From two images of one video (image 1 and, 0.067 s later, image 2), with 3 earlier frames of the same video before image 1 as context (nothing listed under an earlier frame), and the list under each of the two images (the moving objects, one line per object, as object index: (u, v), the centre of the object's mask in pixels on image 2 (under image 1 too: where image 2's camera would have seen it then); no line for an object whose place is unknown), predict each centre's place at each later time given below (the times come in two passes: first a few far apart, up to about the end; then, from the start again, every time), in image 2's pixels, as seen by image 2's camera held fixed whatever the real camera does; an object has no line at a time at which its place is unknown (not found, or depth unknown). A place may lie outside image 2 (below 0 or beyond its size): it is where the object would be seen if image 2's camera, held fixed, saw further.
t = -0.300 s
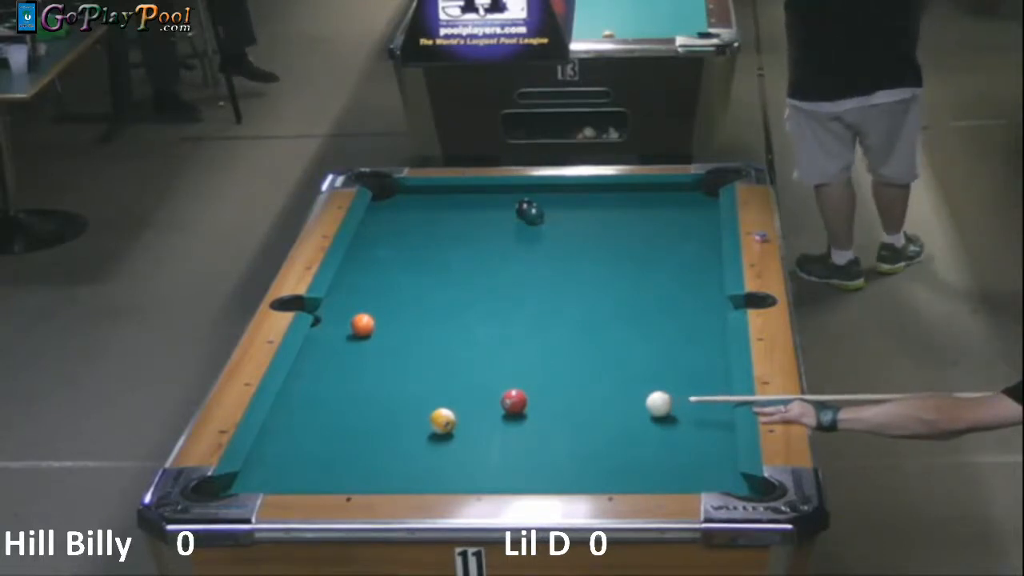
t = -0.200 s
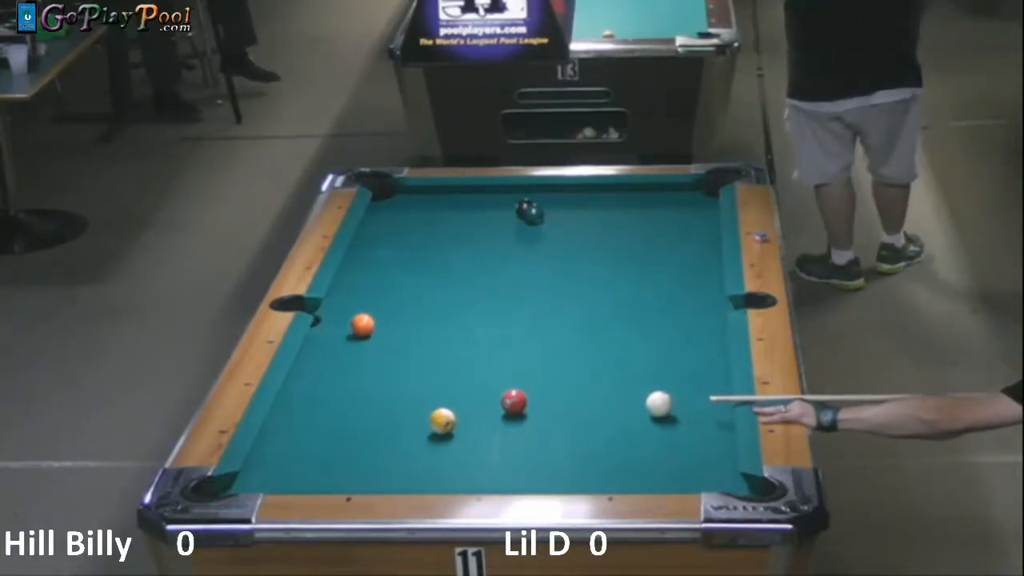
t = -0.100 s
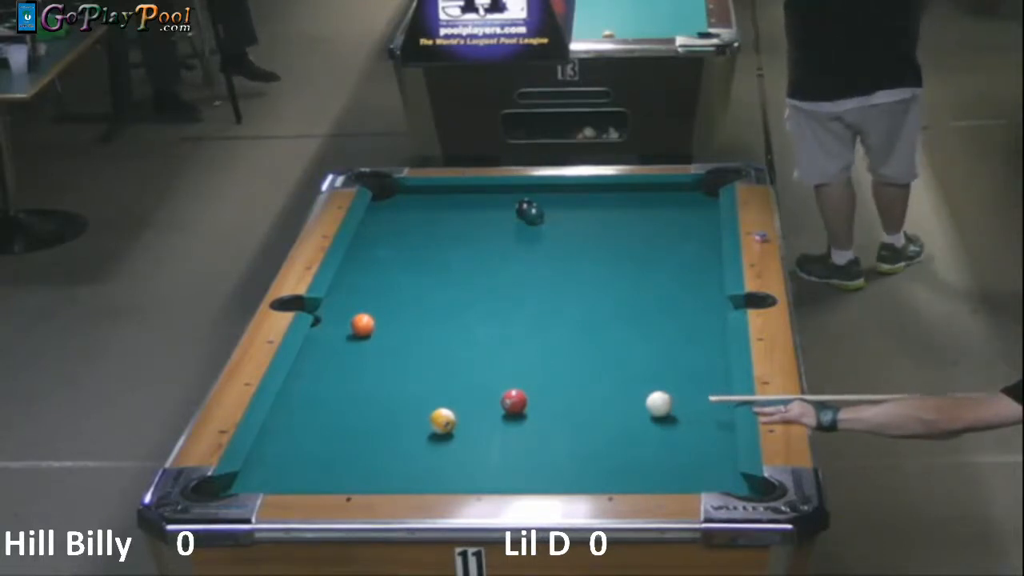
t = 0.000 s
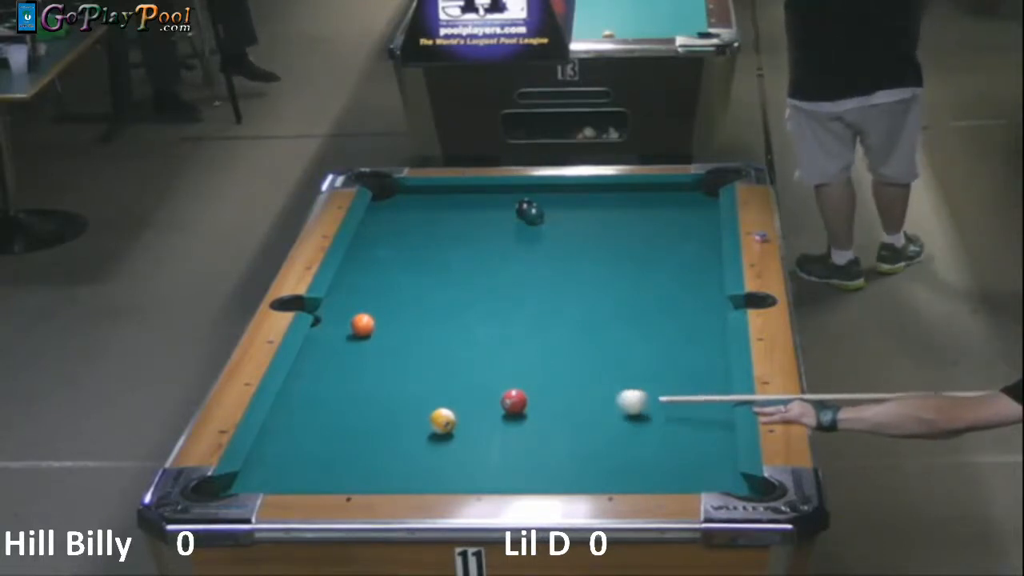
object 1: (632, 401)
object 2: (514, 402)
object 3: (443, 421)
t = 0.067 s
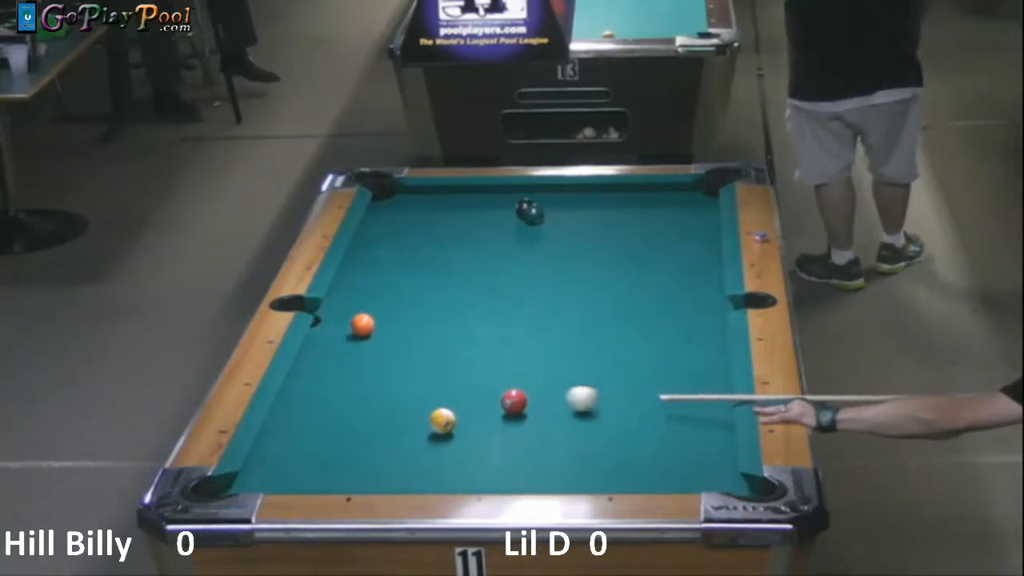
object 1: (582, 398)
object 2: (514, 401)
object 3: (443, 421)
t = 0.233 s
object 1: (510, 382)
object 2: (475, 410)
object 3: (443, 421)
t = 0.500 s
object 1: (430, 351)
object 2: (444, 413)
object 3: (402, 435)
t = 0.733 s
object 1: (378, 330)
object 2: (424, 412)
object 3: (365, 448)
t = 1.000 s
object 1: (368, 322)
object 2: (404, 411)
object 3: (323, 463)
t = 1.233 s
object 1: (360, 316)
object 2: (388, 411)
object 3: (288, 475)
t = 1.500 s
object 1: (351, 309)
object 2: (372, 411)
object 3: (247, 486)
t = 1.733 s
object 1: (345, 304)
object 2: (360, 411)
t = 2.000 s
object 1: (339, 299)
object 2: (348, 411)
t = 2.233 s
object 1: (338, 295)
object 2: (340, 412)
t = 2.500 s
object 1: (343, 292)
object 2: (333, 411)
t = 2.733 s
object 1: (347, 289)
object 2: (329, 412)
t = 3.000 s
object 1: (350, 287)
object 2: (325, 412)
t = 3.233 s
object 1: (352, 286)
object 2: (324, 412)
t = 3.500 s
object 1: (355, 285)
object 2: (324, 412)
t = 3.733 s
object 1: (355, 286)
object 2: (324, 412)
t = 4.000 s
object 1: (355, 286)
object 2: (324, 412)
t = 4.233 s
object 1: (355, 286)
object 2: (324, 412)
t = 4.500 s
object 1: (355, 286)
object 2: (324, 412)
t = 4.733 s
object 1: (355, 286)
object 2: (324, 412)
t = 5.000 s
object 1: (355, 286)
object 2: (324, 412)
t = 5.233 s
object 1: (356, 286)
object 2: (324, 412)
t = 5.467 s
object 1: (355, 286)
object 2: (324, 412)
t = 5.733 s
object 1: (356, 286)
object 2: (324, 412)
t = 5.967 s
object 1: (356, 286)
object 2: (324, 412)
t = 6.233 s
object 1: (355, 286)
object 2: (324, 412)
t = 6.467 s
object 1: (356, 286)
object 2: (324, 412)
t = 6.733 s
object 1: (356, 286)
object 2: (324, 412)
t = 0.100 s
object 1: (559, 397)
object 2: (514, 402)
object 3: (443, 421)
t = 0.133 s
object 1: (538, 395)
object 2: (513, 402)
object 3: (443, 421)
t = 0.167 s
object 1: (529, 391)
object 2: (500, 405)
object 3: (443, 421)
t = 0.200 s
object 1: (520, 386)
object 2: (487, 408)
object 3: (443, 421)
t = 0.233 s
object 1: (510, 382)
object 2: (475, 410)
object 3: (443, 421)
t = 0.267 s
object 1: (499, 378)
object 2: (465, 413)
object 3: (443, 420)
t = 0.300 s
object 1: (489, 374)
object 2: (462, 413)
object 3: (436, 423)
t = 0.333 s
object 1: (479, 370)
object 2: (459, 413)
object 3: (429, 426)
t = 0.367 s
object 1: (469, 366)
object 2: (456, 413)
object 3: (423, 428)
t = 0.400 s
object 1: (459, 362)
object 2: (453, 412)
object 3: (418, 429)
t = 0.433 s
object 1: (449, 358)
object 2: (450, 412)
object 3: (413, 432)
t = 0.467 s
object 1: (440, 355)
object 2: (447, 412)
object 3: (407, 433)
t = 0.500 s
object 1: (430, 351)
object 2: (444, 413)
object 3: (402, 435)
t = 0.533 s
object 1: (421, 347)
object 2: (441, 412)
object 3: (397, 437)
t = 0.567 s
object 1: (412, 344)
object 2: (438, 412)
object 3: (391, 438)
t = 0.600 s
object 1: (403, 340)
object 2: (435, 412)
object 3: (386, 440)
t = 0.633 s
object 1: (394, 337)
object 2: (432, 412)
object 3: (380, 442)
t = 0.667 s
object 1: (385, 333)
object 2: (429, 412)
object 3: (375, 445)
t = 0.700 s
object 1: (378, 331)
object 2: (427, 412)
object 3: (370, 447)
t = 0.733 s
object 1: (378, 330)
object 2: (424, 412)
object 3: (365, 448)
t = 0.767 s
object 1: (378, 329)
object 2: (422, 412)
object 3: (360, 450)
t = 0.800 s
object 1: (376, 328)
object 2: (419, 412)
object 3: (354, 452)
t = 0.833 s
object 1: (375, 327)
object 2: (416, 412)
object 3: (349, 454)
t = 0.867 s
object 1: (373, 326)
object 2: (414, 412)
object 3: (344, 456)
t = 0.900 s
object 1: (372, 325)
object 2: (411, 412)
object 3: (338, 457)
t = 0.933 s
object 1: (371, 324)
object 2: (409, 412)
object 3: (333, 459)
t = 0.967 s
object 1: (369, 323)
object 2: (406, 411)
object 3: (328, 461)
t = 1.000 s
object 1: (368, 322)
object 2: (404, 411)
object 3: (323, 463)
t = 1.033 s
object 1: (367, 321)
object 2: (402, 411)
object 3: (318, 465)
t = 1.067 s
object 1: (365, 320)
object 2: (399, 411)
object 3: (312, 467)
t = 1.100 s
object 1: (364, 319)
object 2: (397, 411)
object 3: (307, 468)
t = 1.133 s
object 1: (363, 318)
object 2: (395, 411)
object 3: (302, 471)
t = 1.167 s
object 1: (362, 317)
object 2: (393, 411)
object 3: (297, 472)
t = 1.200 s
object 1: (361, 316)
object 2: (390, 411)
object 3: (292, 474)
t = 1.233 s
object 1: (360, 316)
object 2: (388, 411)
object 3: (288, 475)
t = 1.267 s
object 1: (359, 315)
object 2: (386, 411)
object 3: (282, 476)
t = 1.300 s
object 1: (358, 314)
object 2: (384, 411)
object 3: (277, 477)
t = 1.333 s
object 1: (357, 313)
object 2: (382, 411)
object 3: (272, 479)
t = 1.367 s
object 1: (356, 312)
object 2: (380, 411)
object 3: (266, 480)
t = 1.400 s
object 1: (355, 311)
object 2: (378, 411)
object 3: (262, 481)
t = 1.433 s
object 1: (354, 311)
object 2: (376, 411)
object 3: (257, 483)
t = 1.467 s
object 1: (353, 310)
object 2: (374, 411)
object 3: (253, 484)
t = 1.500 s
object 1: (351, 309)
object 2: (372, 411)
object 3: (247, 486)
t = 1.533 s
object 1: (351, 308)
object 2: (370, 411)
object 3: (241, 489)
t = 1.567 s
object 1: (350, 308)
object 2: (369, 411)
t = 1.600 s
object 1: (349, 307)
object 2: (367, 411)
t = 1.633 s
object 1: (348, 306)
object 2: (365, 411)
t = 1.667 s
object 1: (347, 305)
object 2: (363, 411)
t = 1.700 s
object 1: (346, 305)
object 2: (362, 411)
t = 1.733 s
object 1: (345, 304)
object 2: (360, 411)
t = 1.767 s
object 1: (344, 303)
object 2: (358, 411)
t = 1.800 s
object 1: (344, 303)
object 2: (357, 411)
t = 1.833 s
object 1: (343, 302)
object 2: (355, 411)
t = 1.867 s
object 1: (342, 301)
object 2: (354, 411)
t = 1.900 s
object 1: (341, 301)
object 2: (352, 411)
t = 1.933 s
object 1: (341, 300)
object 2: (351, 411)
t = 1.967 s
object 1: (340, 299)
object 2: (350, 411)
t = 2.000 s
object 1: (339, 299)
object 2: (348, 411)
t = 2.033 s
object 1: (338, 298)
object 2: (347, 411)
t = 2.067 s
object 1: (338, 297)
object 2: (346, 411)
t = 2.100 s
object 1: (337, 297)
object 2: (344, 411)
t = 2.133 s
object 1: (337, 296)
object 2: (343, 411)
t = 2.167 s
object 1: (336, 296)
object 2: (342, 411)
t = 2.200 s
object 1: (337, 296)
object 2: (341, 411)
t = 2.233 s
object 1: (338, 295)
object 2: (340, 412)
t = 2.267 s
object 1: (338, 294)
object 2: (339, 411)
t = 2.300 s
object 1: (339, 294)
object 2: (338, 411)
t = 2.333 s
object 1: (340, 294)
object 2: (337, 411)
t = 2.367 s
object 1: (340, 293)
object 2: (336, 411)
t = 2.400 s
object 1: (341, 293)
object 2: (336, 411)
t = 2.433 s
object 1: (342, 292)
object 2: (335, 411)
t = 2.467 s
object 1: (342, 292)
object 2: (334, 411)
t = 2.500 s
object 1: (343, 292)
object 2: (333, 411)
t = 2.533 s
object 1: (343, 291)
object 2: (332, 411)
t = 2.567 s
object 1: (344, 291)
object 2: (332, 411)
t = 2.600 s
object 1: (344, 290)
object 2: (331, 411)
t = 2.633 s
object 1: (345, 290)
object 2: (330, 411)
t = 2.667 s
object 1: (346, 290)
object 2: (330, 411)
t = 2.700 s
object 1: (346, 289)
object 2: (329, 412)
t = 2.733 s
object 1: (347, 289)
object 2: (329, 412)
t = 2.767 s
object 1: (347, 289)
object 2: (328, 412)
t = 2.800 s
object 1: (347, 288)
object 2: (328, 412)
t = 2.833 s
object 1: (348, 288)
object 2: (327, 412)
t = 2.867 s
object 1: (348, 288)
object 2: (327, 412)
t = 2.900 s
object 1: (349, 288)
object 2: (326, 412)
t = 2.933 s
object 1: (349, 287)
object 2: (326, 412)
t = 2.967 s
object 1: (350, 287)
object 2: (326, 412)
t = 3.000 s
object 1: (350, 287)
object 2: (325, 412)
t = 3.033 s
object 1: (351, 287)
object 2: (325, 412)
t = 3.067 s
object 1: (351, 287)
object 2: (325, 412)
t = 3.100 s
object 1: (351, 286)
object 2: (325, 412)
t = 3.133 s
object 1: (352, 286)
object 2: (324, 412)
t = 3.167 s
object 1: (352, 286)
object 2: (324, 412)
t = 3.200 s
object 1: (352, 286)
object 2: (324, 412)
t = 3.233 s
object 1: (352, 286)
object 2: (324, 412)
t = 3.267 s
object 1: (353, 286)
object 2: (324, 412)
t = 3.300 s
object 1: (353, 286)
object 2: (324, 412)
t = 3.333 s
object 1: (354, 286)
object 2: (324, 412)
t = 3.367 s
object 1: (354, 286)
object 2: (324, 412)
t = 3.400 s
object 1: (354, 286)
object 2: (324, 412)
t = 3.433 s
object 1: (354, 285)
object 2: (324, 412)
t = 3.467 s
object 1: (354, 285)
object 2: (324, 412)
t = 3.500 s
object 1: (355, 285)
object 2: (324, 412)
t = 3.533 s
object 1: (355, 285)
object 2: (324, 412)
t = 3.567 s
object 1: (355, 286)
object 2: (324, 412)
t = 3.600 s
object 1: (355, 286)
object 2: (324, 412)
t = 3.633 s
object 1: (355, 286)
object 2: (324, 412)
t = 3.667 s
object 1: (355, 286)
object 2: (324, 412)
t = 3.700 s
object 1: (355, 285)
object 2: (324, 412)
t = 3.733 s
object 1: (355, 286)
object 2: (324, 412)
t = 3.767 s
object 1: (355, 286)
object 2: (324, 412)
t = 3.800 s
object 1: (355, 286)
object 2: (324, 412)
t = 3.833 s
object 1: (355, 286)
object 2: (324, 412)
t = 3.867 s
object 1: (355, 286)
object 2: (324, 412)
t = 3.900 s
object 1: (355, 286)
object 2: (324, 412)
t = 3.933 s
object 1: (356, 286)
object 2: (324, 412)
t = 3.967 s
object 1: (355, 286)
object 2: (324, 412)
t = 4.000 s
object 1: (355, 286)
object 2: (324, 412)
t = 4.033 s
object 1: (355, 286)
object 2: (324, 412)
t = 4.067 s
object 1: (355, 286)
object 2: (324, 412)
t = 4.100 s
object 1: (355, 286)
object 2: (324, 412)
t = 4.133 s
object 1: (355, 286)
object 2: (324, 412)
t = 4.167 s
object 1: (355, 286)
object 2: (324, 412)
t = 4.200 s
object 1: (355, 286)
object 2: (324, 412)
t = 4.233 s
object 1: (355, 286)
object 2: (324, 412)
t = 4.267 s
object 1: (355, 286)
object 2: (324, 412)
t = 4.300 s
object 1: (355, 286)
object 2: (324, 412)
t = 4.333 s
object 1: (355, 286)
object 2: (324, 412)
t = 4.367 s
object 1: (355, 286)
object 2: (324, 412)
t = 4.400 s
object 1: (355, 286)
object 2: (324, 412)
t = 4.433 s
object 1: (355, 286)
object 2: (324, 412)
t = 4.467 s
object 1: (355, 286)
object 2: (324, 412)
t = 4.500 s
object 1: (355, 286)
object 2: (324, 412)
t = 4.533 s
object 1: (355, 286)
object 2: (324, 412)
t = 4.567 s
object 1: (355, 286)
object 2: (324, 412)
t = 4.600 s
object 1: (355, 286)
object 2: (324, 412)
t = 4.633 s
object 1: (355, 286)
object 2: (324, 412)
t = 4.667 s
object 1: (355, 286)
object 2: (324, 412)
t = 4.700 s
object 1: (355, 286)
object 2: (324, 412)
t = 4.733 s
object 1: (355, 286)
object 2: (324, 412)
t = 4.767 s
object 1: (355, 286)
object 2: (324, 412)
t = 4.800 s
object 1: (355, 286)
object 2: (324, 412)
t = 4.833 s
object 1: (356, 286)
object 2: (324, 412)
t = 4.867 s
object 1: (355, 286)
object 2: (324, 412)
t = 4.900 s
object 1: (355, 286)
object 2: (324, 412)
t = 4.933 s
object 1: (355, 286)
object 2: (324, 412)
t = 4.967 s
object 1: (355, 286)
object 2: (324, 412)
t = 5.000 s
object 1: (355, 286)
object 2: (324, 412)
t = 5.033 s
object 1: (355, 286)
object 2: (324, 412)
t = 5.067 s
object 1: (355, 286)
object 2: (324, 412)
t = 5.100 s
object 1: (355, 286)
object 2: (324, 412)
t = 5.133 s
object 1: (355, 286)
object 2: (324, 412)
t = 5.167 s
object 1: (355, 286)
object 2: (324, 412)
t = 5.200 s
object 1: (355, 286)
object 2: (324, 412)
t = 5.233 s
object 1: (356, 286)
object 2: (324, 412)
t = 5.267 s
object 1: (355, 286)
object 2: (324, 412)
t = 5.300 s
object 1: (355, 286)
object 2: (324, 412)
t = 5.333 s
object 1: (355, 286)
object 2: (324, 412)
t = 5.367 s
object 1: (355, 286)
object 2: (324, 412)
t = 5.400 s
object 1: (355, 286)
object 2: (324, 412)
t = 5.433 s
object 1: (355, 286)
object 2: (324, 412)
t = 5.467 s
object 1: (355, 286)
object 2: (324, 412)
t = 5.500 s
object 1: (355, 286)
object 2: (324, 412)
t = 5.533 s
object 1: (355, 286)
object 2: (324, 412)
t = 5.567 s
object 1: (355, 286)
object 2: (324, 412)
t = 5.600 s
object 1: (355, 286)
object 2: (324, 412)
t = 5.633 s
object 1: (355, 286)
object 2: (324, 412)
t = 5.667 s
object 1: (356, 286)
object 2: (324, 412)
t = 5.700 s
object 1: (355, 286)
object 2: (324, 412)
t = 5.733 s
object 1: (356, 286)
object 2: (324, 412)
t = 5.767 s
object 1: (356, 286)
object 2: (324, 412)
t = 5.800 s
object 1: (356, 286)
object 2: (324, 412)
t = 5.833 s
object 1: (355, 286)
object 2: (324, 412)
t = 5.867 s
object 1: (356, 286)
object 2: (324, 412)
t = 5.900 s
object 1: (356, 286)
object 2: (324, 412)
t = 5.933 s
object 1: (355, 286)
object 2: (324, 412)
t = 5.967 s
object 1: (356, 286)
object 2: (324, 412)
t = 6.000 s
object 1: (356, 286)
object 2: (324, 412)
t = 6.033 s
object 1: (356, 286)
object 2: (324, 412)
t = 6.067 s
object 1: (355, 286)
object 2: (324, 412)
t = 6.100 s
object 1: (355, 286)
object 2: (324, 412)
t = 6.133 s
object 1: (355, 286)
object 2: (324, 412)
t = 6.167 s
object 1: (355, 286)
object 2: (324, 412)
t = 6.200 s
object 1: (356, 286)
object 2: (324, 412)
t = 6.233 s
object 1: (355, 286)
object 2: (324, 412)
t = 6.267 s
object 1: (355, 286)
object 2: (324, 412)
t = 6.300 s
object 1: (355, 286)
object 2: (324, 412)
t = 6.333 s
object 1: (355, 286)
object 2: (324, 412)
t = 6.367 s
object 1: (356, 286)
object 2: (324, 412)
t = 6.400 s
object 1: (356, 286)
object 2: (324, 412)
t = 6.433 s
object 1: (356, 286)
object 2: (324, 412)
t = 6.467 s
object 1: (356, 286)
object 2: (324, 412)
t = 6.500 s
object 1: (356, 286)
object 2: (324, 412)
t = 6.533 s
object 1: (356, 286)
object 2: (324, 412)
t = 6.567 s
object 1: (356, 286)
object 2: (324, 412)
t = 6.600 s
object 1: (356, 286)
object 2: (325, 412)
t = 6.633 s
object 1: (356, 286)
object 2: (325, 412)
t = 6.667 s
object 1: (356, 285)
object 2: (324, 412)
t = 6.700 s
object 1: (355, 286)
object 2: (324, 412)
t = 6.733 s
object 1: (356, 286)
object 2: (324, 412)
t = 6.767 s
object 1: (355, 286)
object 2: (324, 412)
